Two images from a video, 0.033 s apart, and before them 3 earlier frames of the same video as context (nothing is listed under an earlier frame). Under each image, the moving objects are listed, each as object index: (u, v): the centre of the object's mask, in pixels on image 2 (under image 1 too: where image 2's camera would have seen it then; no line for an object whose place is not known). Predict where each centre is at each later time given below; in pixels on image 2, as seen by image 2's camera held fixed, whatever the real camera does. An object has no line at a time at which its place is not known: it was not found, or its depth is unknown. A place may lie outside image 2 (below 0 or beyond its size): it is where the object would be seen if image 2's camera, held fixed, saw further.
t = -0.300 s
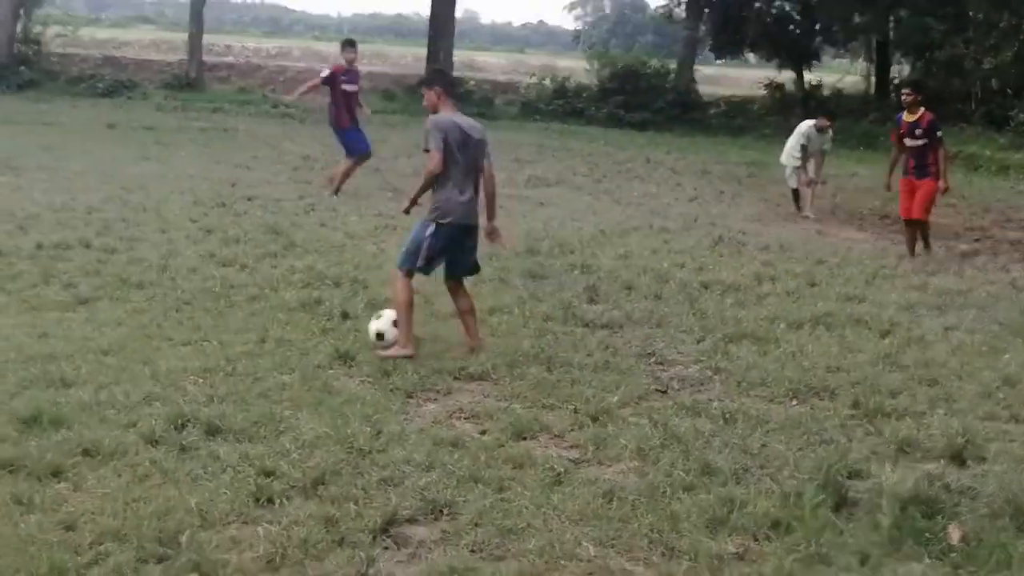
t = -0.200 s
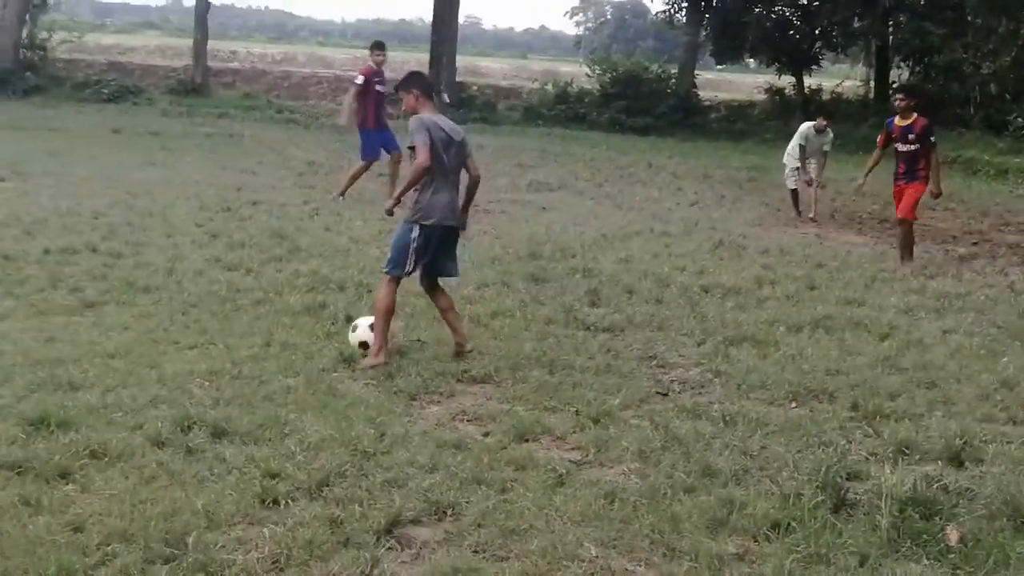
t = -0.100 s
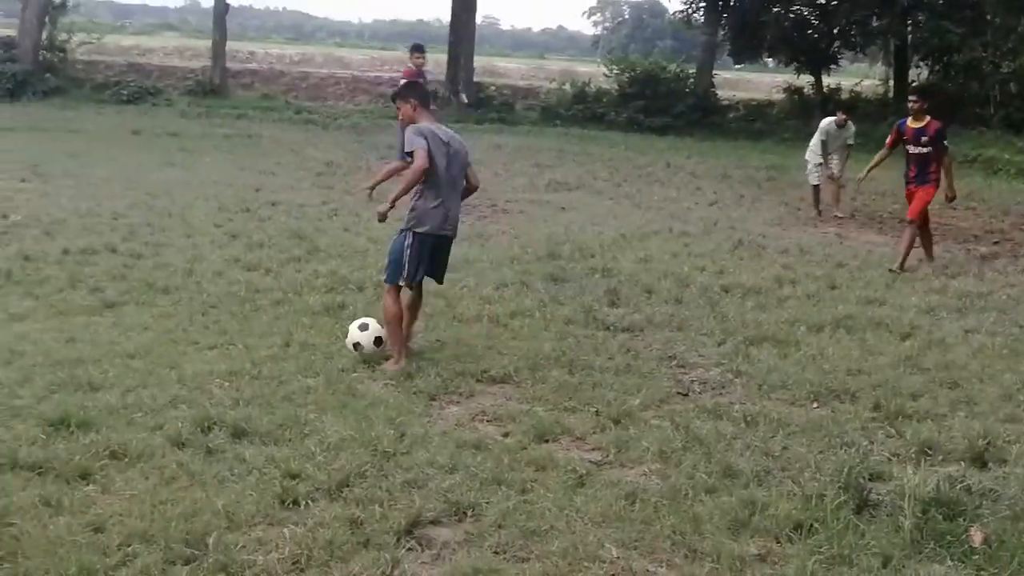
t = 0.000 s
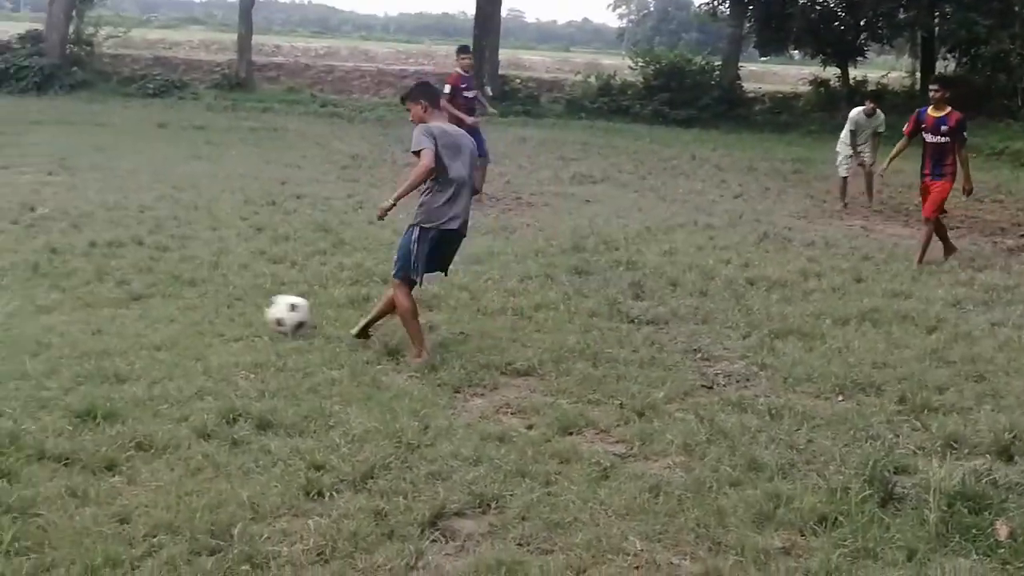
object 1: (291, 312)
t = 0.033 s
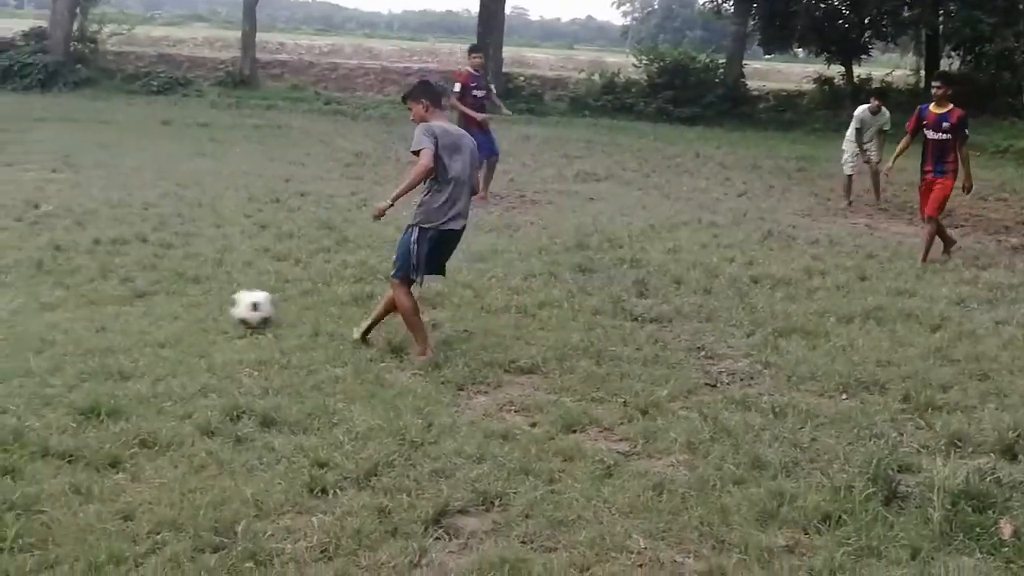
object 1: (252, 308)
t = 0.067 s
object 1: (215, 305)
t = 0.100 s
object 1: (180, 301)
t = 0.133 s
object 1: (147, 295)
